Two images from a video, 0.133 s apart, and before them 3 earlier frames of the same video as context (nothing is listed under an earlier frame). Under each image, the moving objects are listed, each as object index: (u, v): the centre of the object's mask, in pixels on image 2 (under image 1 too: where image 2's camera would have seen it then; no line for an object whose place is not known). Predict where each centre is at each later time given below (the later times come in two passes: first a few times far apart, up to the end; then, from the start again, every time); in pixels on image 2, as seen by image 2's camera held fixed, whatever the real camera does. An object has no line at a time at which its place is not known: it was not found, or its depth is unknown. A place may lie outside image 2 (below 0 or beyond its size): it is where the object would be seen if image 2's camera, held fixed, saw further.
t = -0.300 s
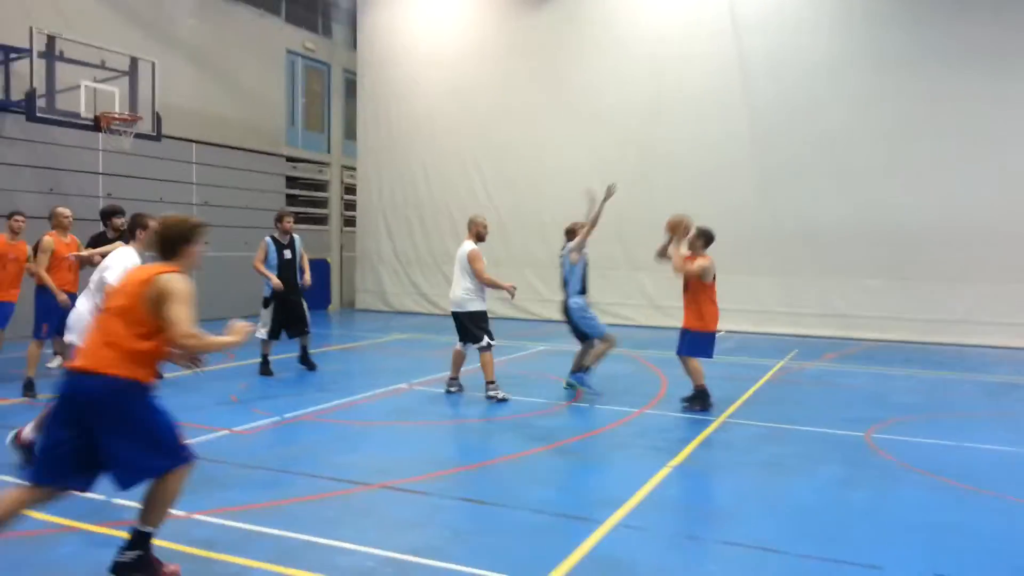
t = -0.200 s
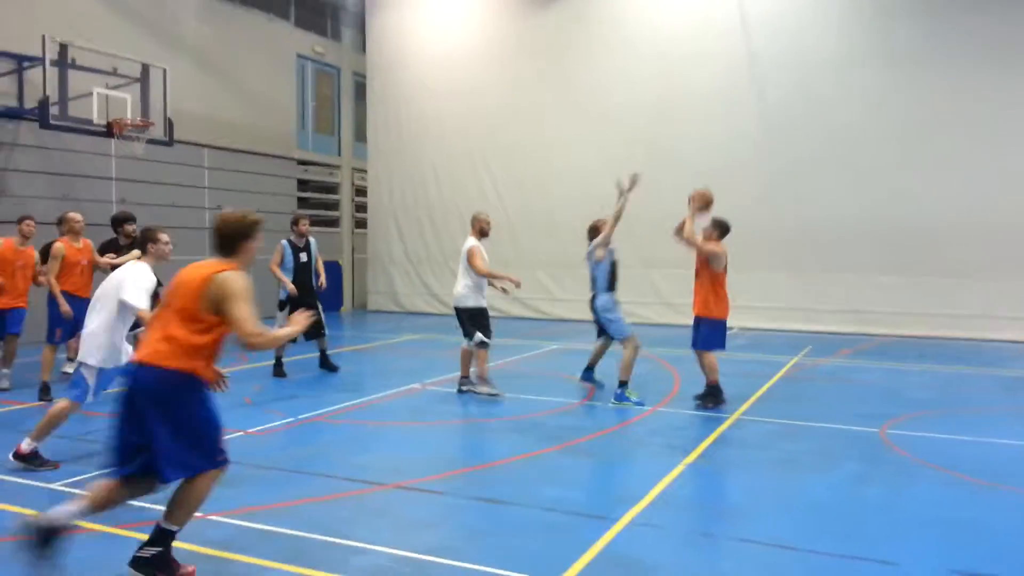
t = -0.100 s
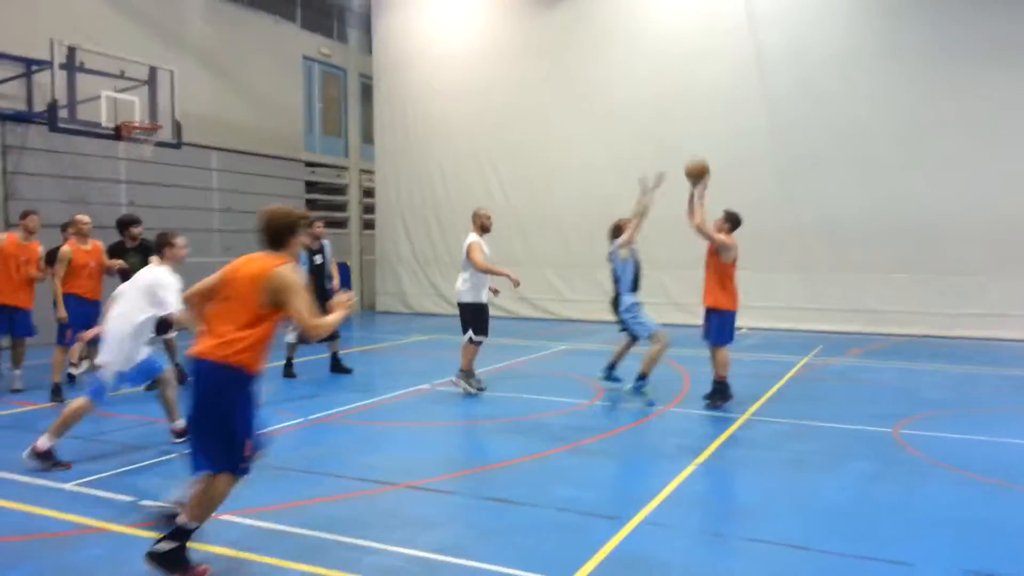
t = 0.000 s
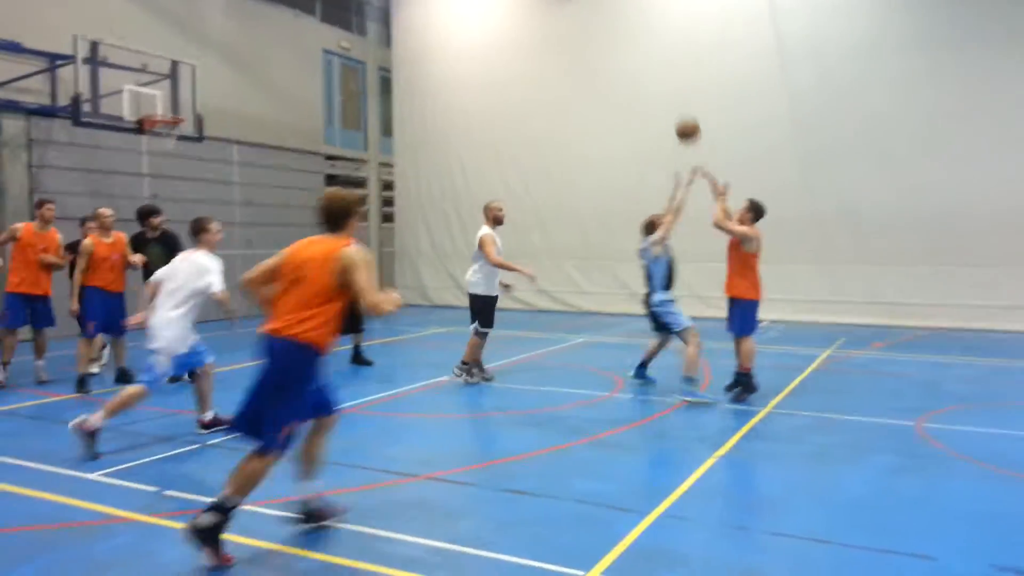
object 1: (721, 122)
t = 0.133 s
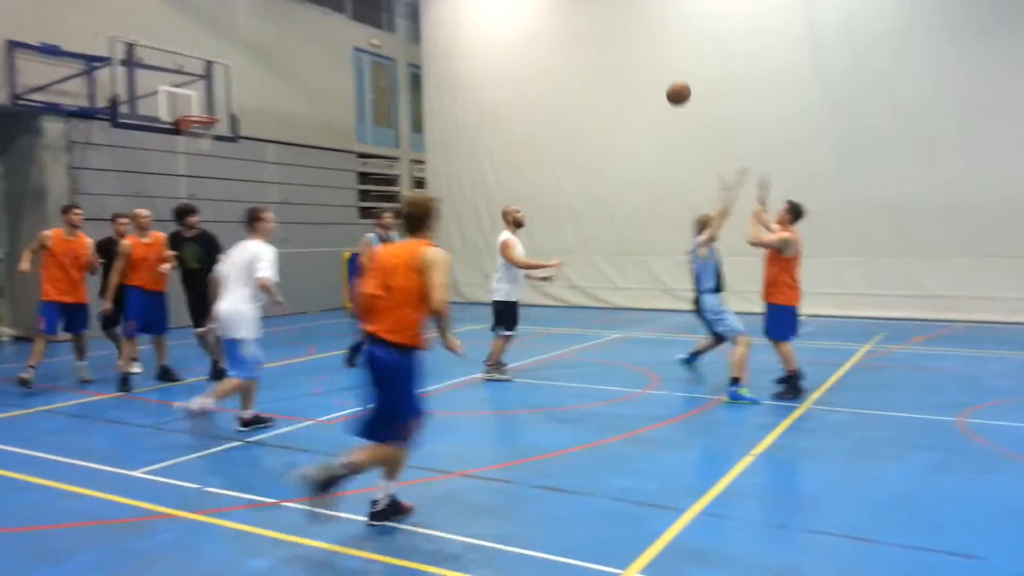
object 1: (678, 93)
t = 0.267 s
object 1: (638, 84)
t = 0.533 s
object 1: (565, 115)
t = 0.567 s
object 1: (557, 125)
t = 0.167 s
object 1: (668, 89)
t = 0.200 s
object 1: (658, 86)
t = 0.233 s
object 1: (648, 85)
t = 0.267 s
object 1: (638, 84)
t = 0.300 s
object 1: (629, 83)
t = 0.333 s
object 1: (620, 85)
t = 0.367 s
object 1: (610, 88)
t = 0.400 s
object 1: (600, 92)
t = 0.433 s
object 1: (591, 96)
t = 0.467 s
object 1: (583, 102)
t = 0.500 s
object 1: (574, 109)
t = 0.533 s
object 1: (565, 115)
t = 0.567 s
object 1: (557, 125)
